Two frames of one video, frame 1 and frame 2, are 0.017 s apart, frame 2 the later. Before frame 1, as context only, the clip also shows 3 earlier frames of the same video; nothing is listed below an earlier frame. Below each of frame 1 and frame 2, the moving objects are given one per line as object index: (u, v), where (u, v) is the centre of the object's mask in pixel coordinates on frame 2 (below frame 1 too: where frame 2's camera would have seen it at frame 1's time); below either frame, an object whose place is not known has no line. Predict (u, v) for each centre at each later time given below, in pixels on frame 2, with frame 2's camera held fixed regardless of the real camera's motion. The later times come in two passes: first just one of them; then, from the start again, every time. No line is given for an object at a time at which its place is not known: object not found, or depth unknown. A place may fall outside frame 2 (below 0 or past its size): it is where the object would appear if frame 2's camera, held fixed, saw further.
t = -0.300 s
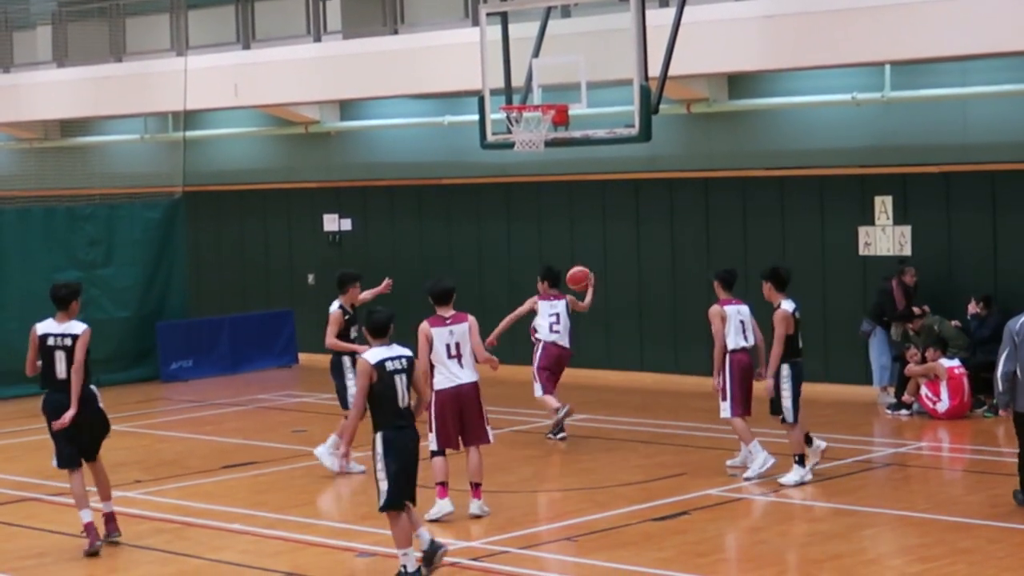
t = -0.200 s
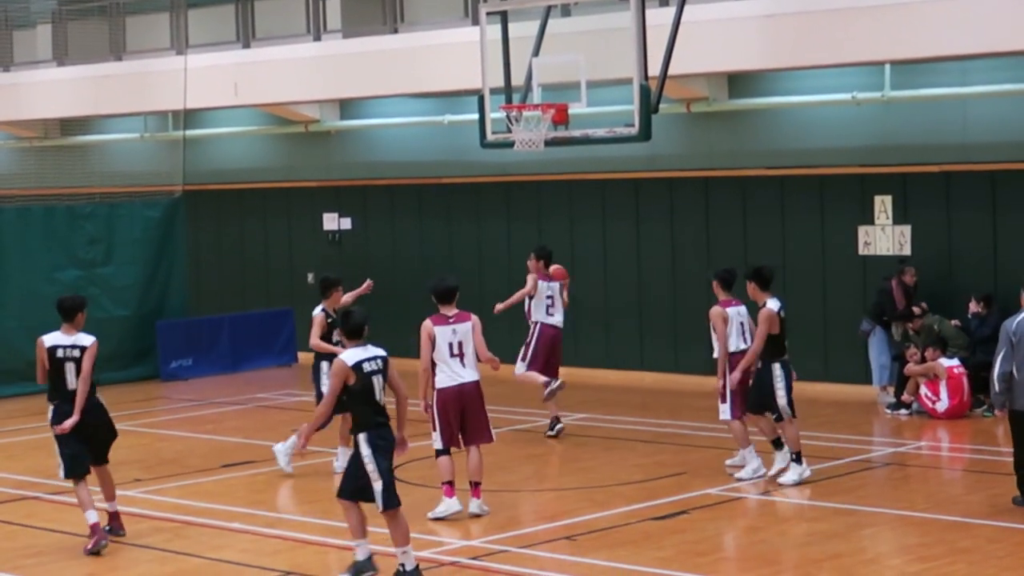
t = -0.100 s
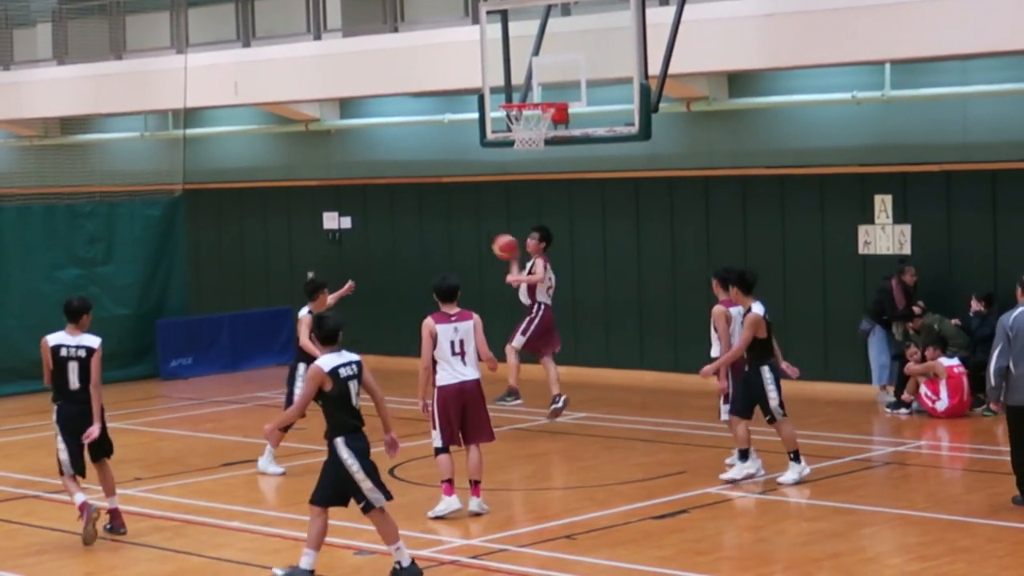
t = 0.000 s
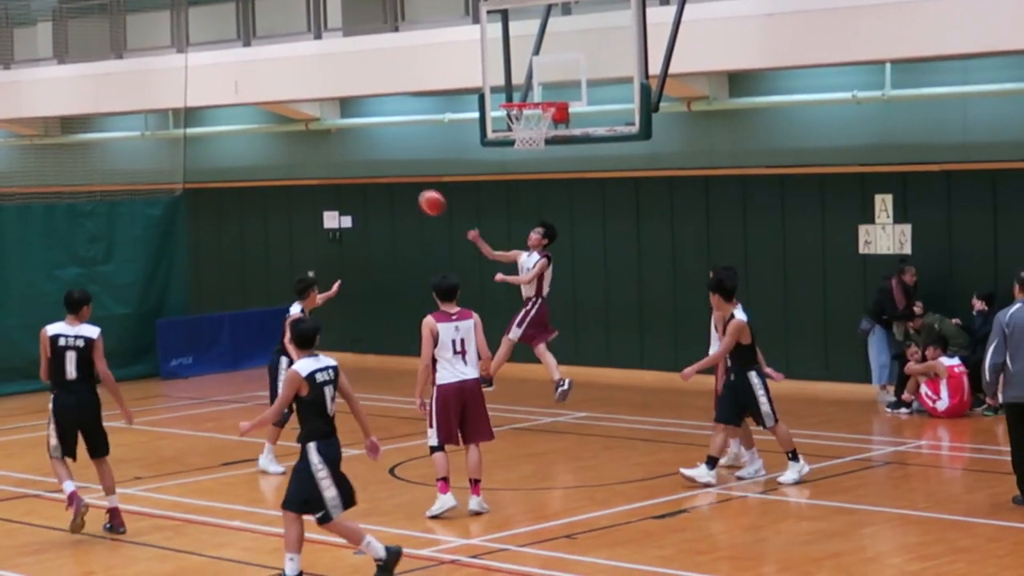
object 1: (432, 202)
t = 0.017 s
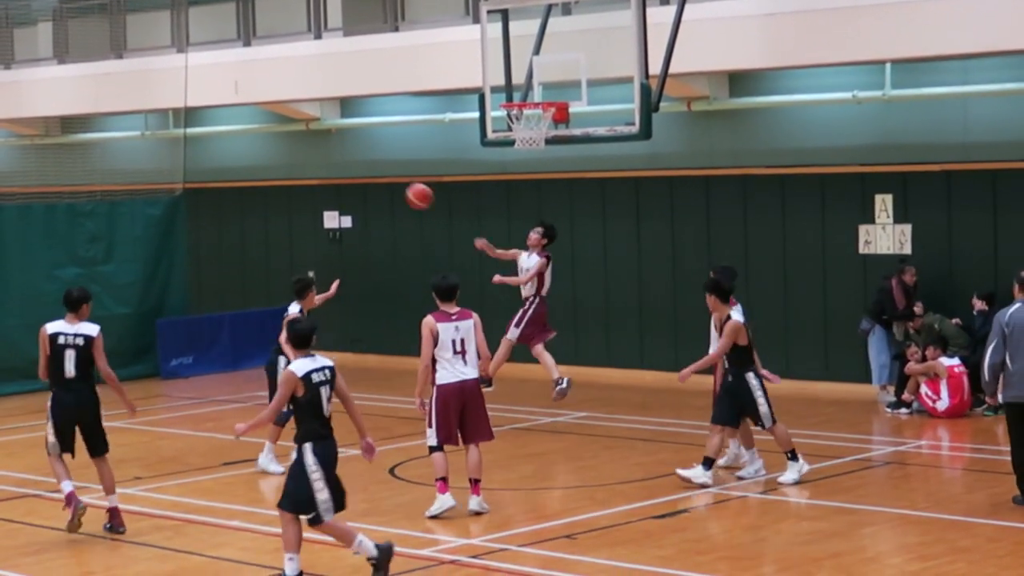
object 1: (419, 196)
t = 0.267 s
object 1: (219, 128)
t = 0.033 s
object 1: (406, 190)
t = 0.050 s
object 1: (394, 184)
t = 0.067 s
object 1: (380, 178)
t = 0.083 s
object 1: (366, 172)
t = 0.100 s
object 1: (354, 167)
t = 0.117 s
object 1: (340, 162)
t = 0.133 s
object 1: (327, 157)
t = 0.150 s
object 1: (314, 153)
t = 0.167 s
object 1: (301, 149)
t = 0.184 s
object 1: (287, 144)
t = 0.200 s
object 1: (274, 141)
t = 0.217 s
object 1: (261, 137)
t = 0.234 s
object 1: (247, 134)
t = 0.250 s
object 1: (233, 131)
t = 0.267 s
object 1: (219, 128)
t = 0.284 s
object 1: (204, 125)
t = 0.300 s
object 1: (191, 123)
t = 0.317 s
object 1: (176, 122)
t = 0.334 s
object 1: (163, 121)
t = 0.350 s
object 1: (148, 120)
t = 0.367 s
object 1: (135, 118)
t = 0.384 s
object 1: (121, 118)
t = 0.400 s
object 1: (107, 118)
